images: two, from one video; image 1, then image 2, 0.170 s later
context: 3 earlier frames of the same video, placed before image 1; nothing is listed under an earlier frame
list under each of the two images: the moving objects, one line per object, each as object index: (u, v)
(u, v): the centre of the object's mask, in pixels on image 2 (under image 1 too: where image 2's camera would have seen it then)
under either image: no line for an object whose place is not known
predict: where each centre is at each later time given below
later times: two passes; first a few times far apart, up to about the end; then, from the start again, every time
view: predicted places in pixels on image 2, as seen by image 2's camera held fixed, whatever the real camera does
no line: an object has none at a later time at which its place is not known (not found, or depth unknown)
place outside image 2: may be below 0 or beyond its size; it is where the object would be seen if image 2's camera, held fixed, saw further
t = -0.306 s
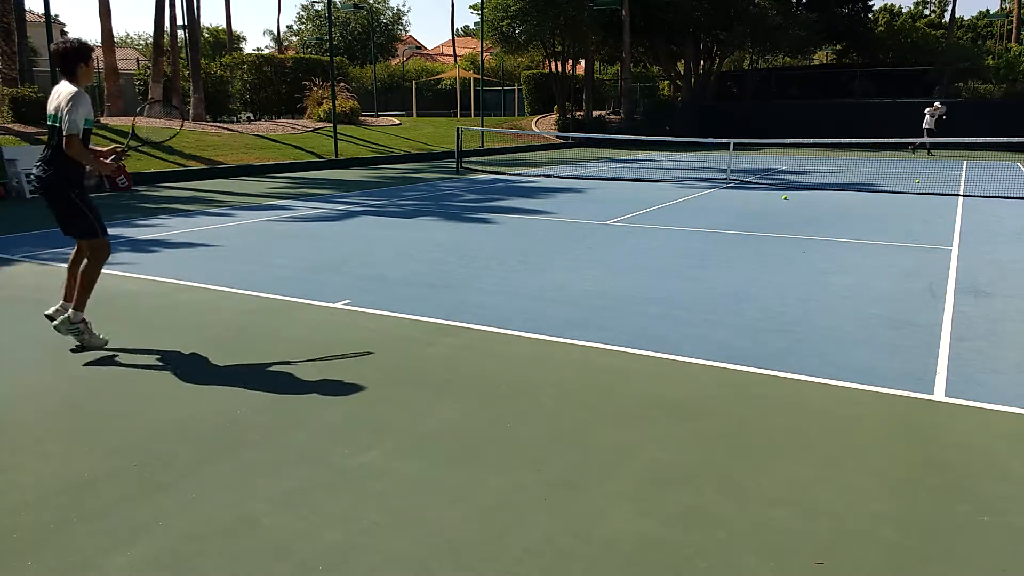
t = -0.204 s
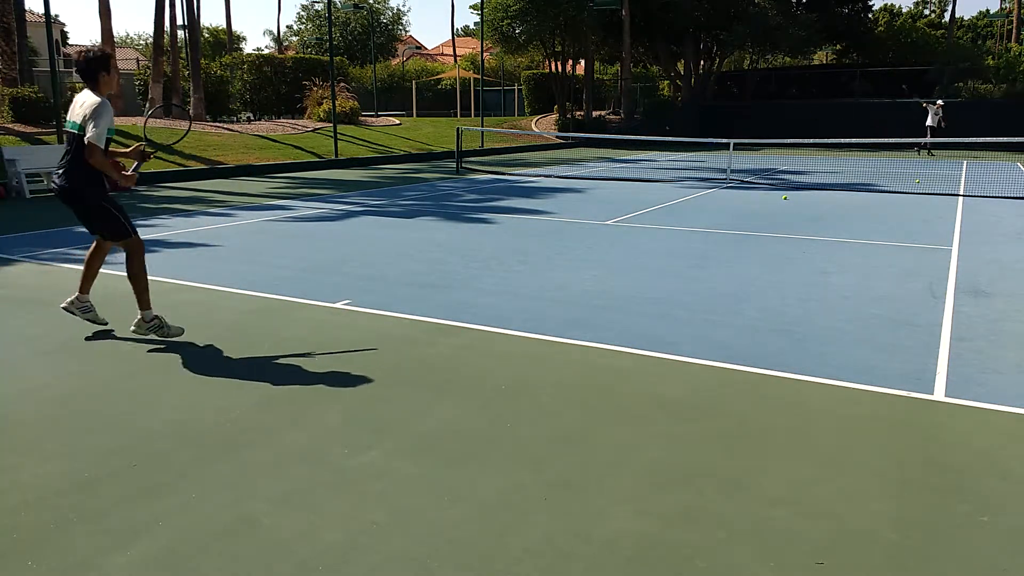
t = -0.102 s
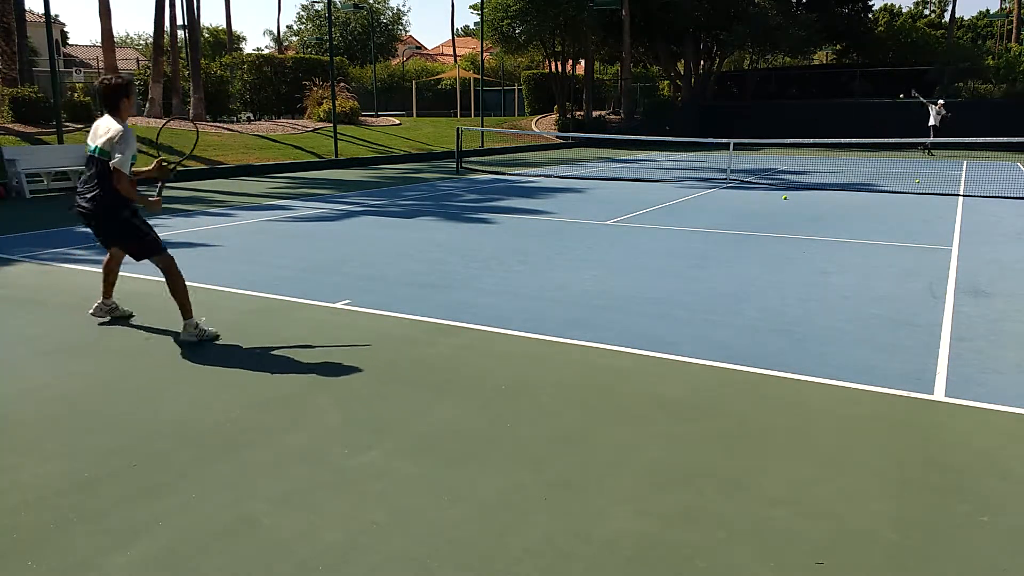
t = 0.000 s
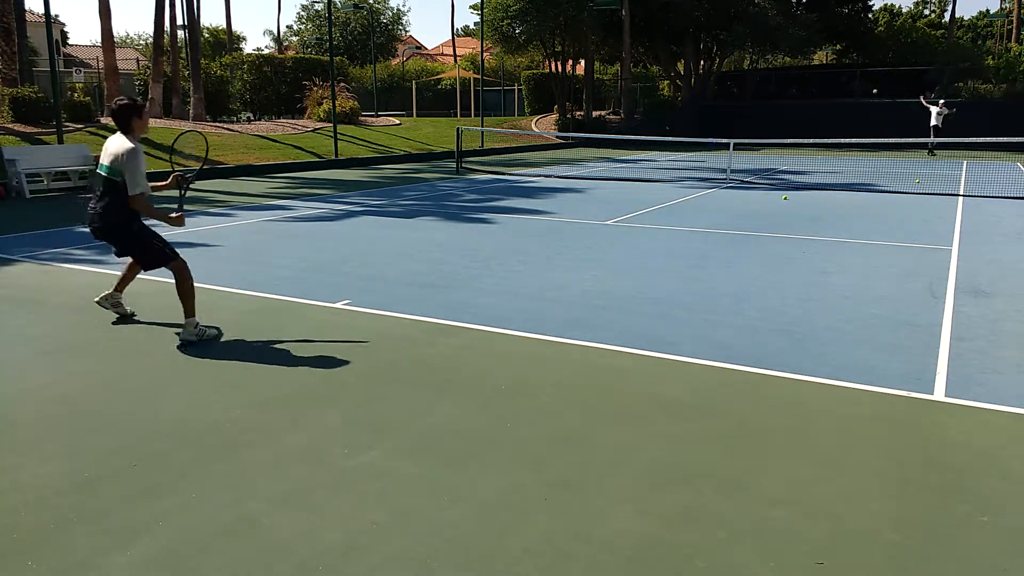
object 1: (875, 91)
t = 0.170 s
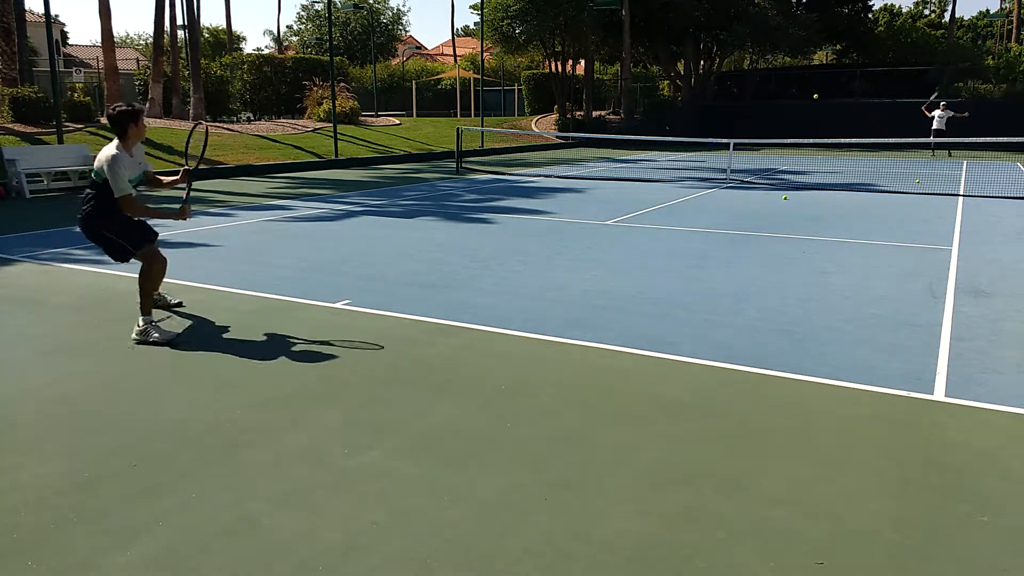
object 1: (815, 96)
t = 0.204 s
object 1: (801, 100)
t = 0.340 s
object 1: (730, 128)
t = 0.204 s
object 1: (801, 100)
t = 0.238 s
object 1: (785, 105)
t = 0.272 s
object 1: (768, 111)
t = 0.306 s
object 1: (750, 119)
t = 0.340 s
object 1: (730, 128)
